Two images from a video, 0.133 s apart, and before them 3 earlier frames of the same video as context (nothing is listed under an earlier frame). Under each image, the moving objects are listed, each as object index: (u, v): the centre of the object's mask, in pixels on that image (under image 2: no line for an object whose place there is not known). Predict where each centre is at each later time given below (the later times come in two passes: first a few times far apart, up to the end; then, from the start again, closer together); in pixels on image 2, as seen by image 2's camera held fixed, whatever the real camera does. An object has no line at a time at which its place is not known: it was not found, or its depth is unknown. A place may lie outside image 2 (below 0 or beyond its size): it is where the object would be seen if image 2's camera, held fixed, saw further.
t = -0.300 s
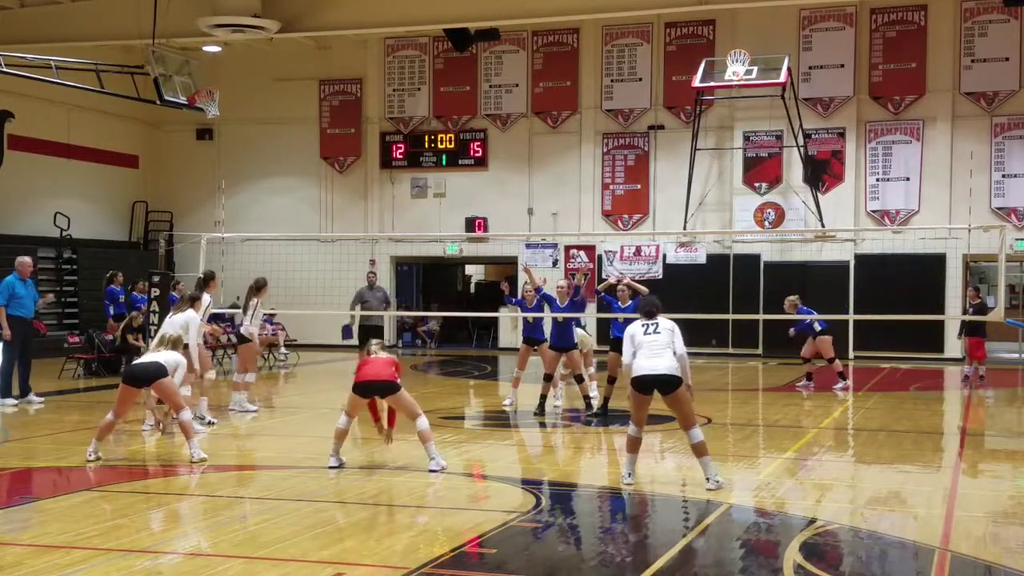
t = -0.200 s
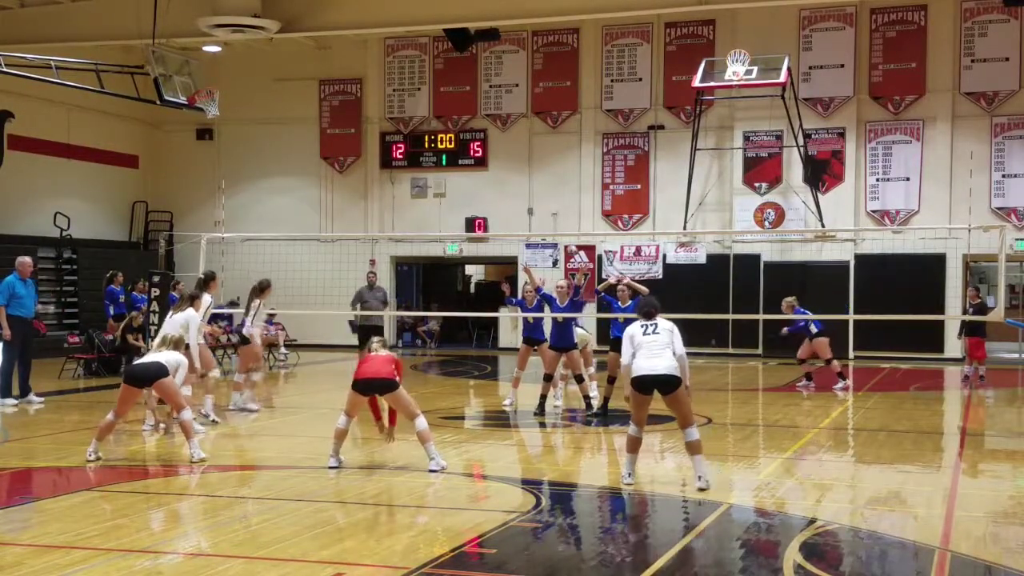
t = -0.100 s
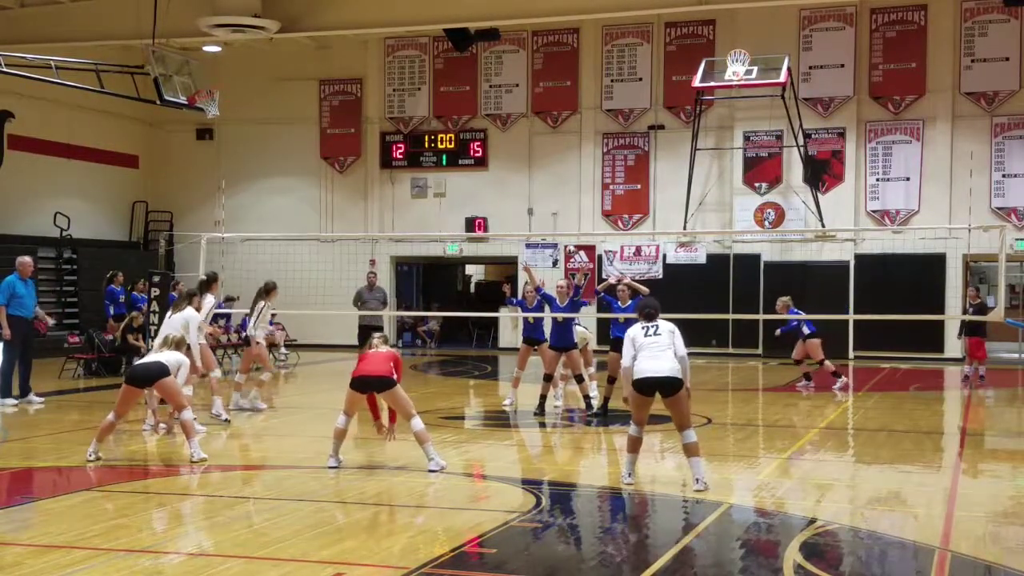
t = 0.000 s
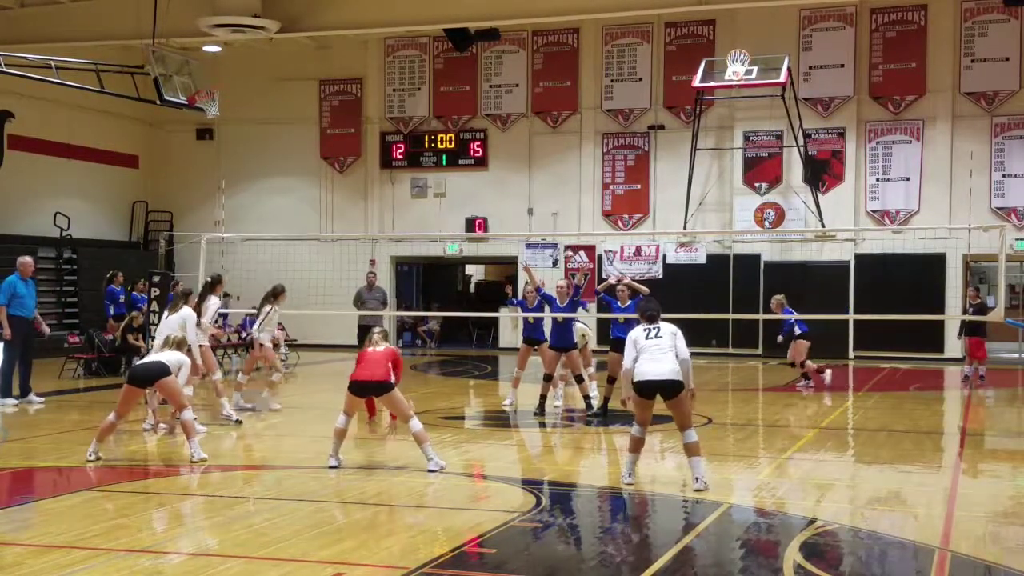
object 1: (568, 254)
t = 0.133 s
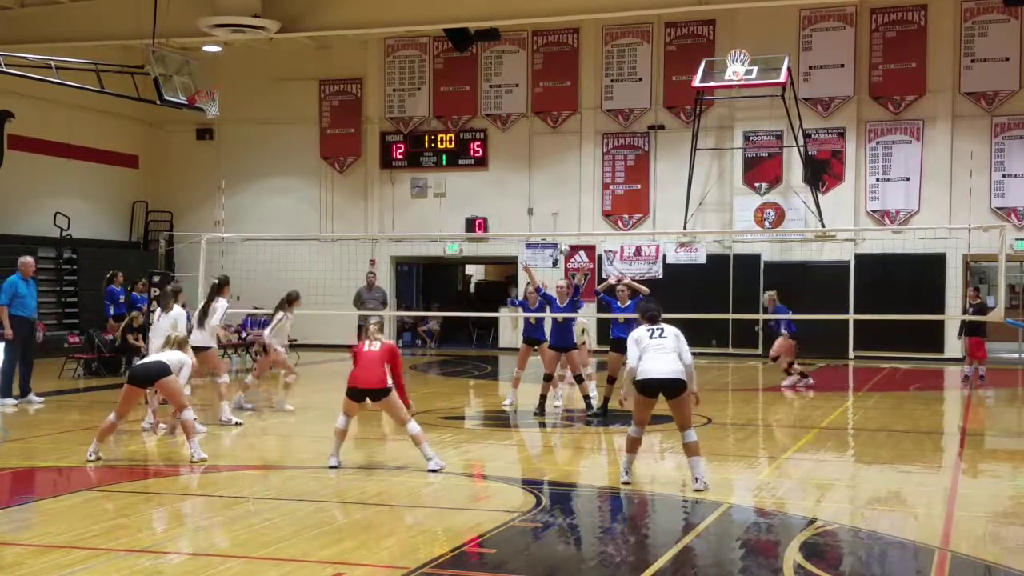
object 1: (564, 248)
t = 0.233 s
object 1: (556, 225)
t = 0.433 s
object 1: (541, 180)
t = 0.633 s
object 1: (530, 158)
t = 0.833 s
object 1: (517, 161)
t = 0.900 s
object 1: (509, 170)
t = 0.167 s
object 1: (560, 240)
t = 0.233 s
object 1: (556, 225)
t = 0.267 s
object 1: (554, 216)
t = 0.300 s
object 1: (551, 208)
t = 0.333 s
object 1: (549, 200)
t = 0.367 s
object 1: (546, 192)
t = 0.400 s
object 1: (545, 187)
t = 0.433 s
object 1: (541, 180)
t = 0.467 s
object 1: (541, 176)
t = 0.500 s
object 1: (538, 171)
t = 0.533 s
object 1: (536, 165)
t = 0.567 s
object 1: (535, 164)
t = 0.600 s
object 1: (531, 160)
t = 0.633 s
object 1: (530, 158)
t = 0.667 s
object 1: (528, 158)
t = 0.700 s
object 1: (525, 157)
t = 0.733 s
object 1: (524, 157)
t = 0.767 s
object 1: (522, 158)
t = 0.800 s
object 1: (519, 159)
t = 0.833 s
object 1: (517, 161)
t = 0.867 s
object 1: (513, 163)
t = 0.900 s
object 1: (509, 170)
